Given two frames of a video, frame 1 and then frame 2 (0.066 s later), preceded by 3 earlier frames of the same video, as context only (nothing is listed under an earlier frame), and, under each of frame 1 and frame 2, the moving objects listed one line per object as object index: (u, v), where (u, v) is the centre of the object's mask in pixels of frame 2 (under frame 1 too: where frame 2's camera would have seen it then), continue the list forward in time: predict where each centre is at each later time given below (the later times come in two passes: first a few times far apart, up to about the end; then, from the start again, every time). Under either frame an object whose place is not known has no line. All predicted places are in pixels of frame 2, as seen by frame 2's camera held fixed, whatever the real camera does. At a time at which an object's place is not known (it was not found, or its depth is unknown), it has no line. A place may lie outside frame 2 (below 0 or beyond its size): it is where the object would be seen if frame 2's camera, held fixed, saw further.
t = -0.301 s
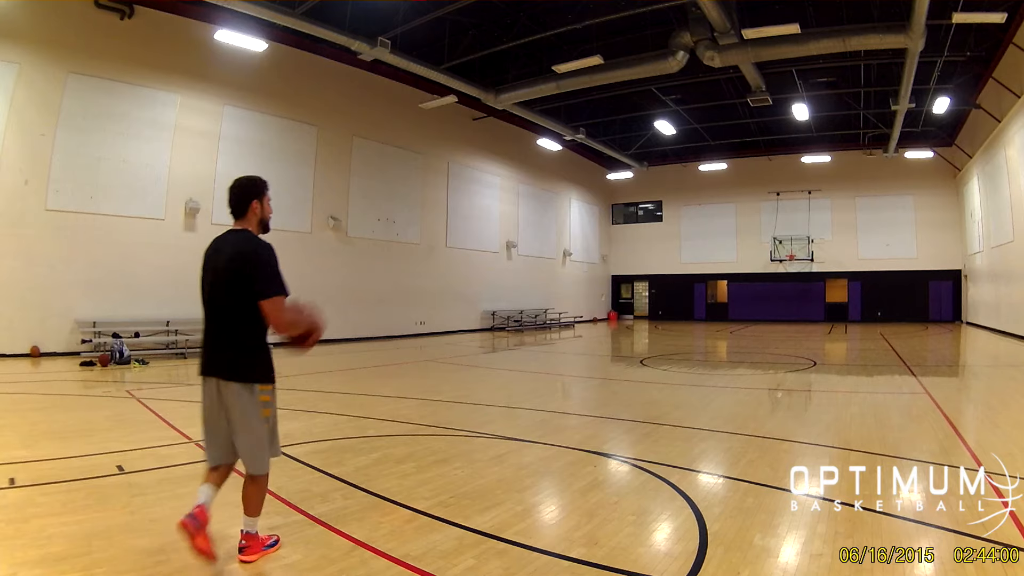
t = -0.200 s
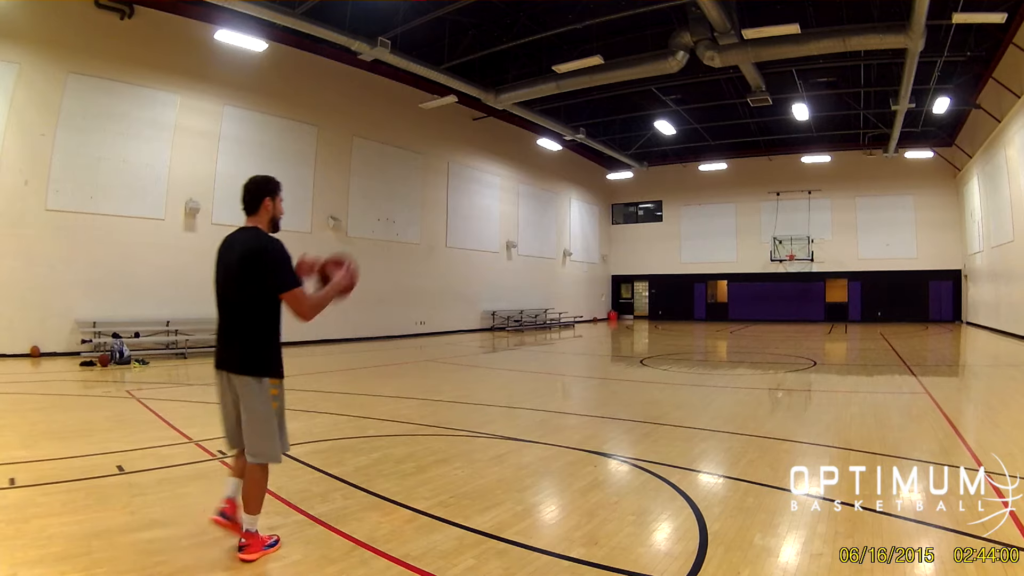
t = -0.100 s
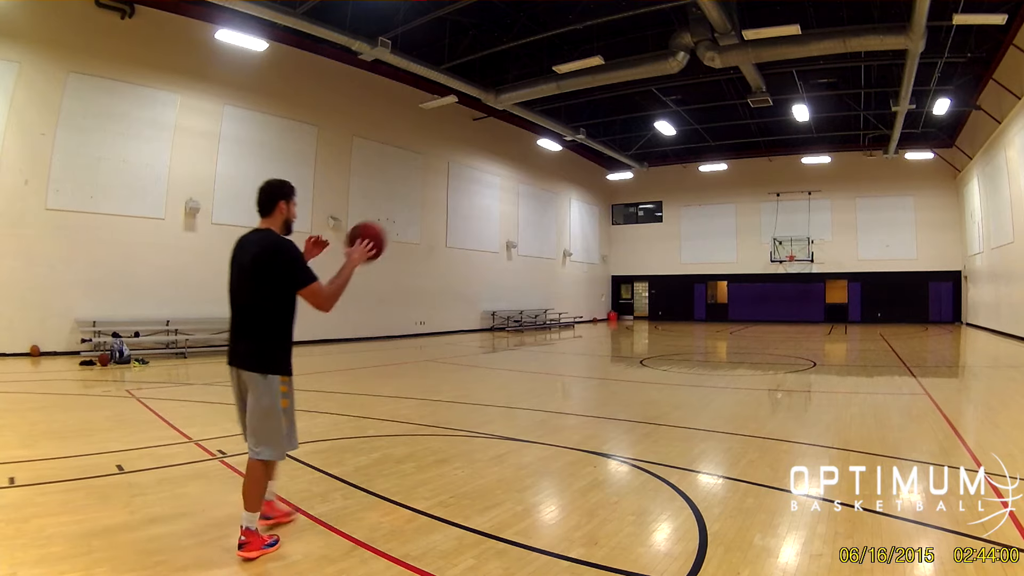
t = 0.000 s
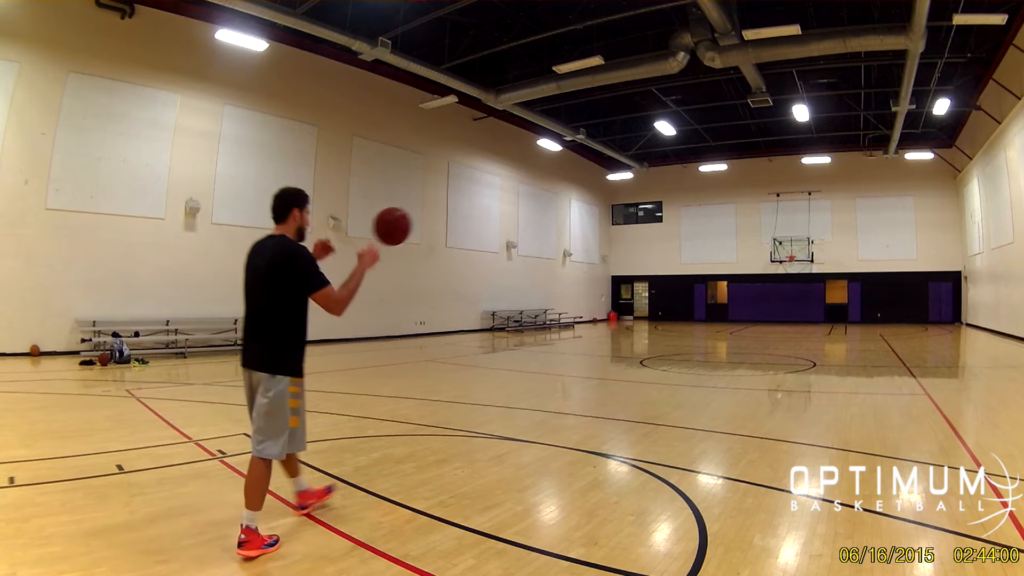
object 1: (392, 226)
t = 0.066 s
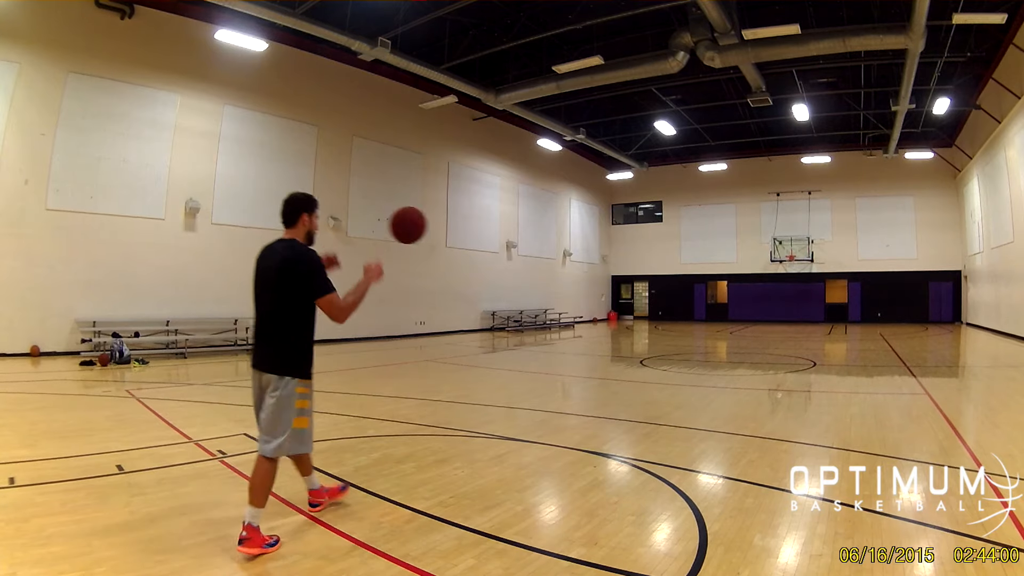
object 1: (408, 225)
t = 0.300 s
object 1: (456, 269)
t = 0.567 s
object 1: (503, 389)
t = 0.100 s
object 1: (415, 227)
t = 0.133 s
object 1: (423, 230)
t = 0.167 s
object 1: (429, 235)
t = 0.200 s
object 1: (436, 241)
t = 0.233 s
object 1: (443, 249)
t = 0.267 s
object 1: (450, 259)
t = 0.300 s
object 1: (456, 269)
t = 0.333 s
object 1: (463, 280)
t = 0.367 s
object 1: (469, 293)
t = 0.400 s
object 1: (475, 307)
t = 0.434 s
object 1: (481, 322)
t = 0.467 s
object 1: (487, 340)
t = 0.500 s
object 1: (493, 354)
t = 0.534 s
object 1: (498, 372)
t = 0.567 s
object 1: (503, 389)
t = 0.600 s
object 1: (509, 408)
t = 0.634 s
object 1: (514, 426)
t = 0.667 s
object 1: (520, 449)
